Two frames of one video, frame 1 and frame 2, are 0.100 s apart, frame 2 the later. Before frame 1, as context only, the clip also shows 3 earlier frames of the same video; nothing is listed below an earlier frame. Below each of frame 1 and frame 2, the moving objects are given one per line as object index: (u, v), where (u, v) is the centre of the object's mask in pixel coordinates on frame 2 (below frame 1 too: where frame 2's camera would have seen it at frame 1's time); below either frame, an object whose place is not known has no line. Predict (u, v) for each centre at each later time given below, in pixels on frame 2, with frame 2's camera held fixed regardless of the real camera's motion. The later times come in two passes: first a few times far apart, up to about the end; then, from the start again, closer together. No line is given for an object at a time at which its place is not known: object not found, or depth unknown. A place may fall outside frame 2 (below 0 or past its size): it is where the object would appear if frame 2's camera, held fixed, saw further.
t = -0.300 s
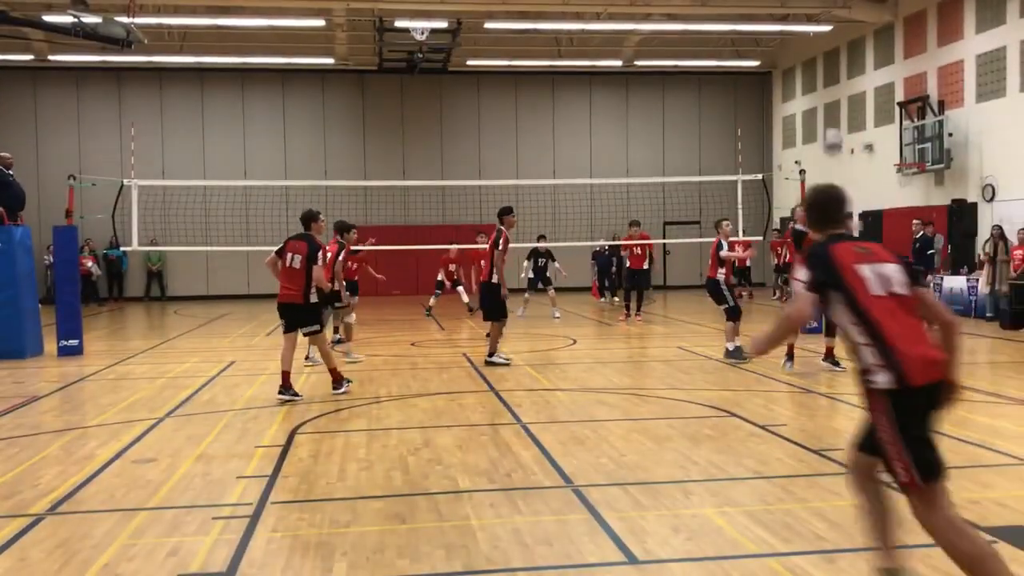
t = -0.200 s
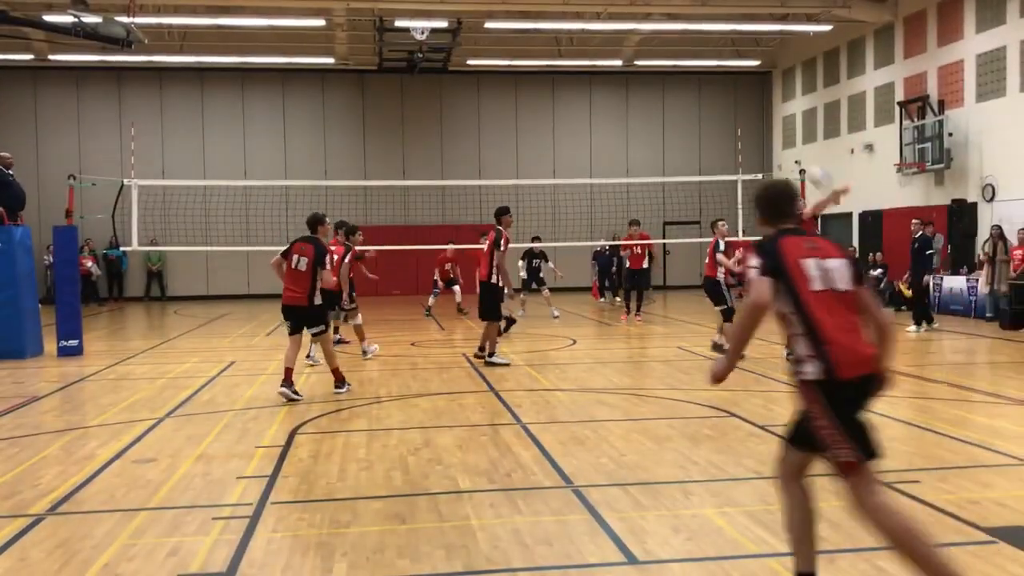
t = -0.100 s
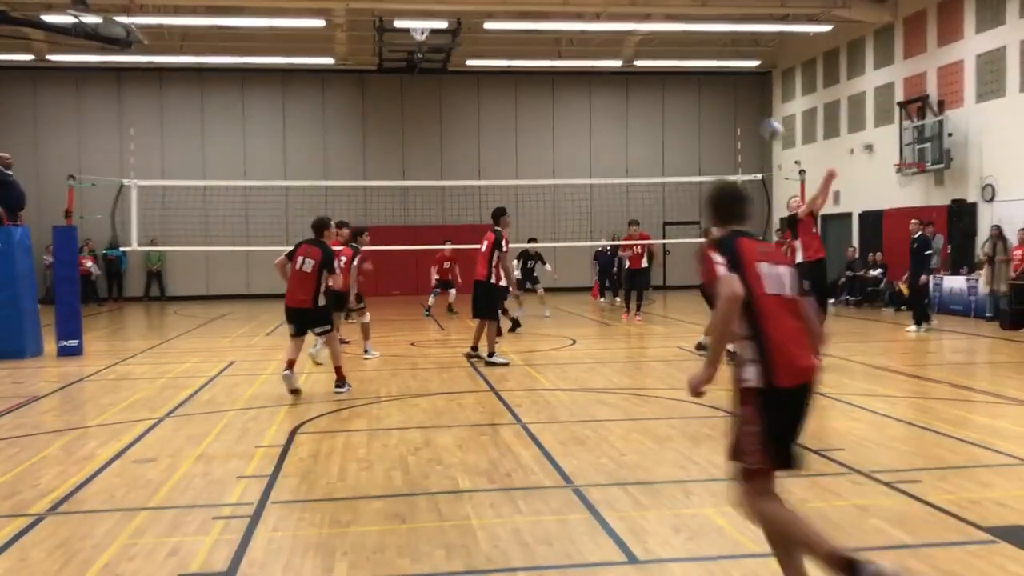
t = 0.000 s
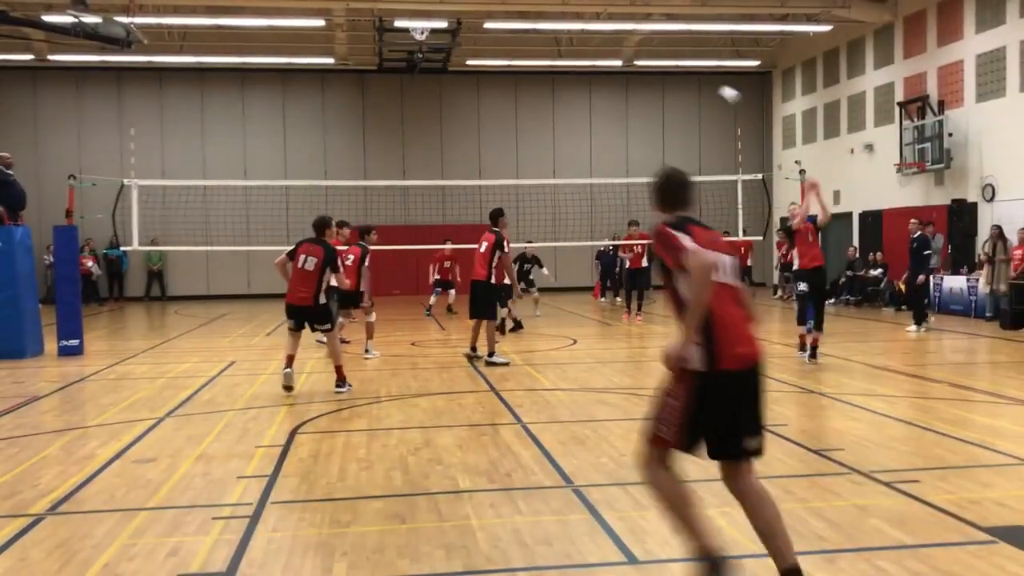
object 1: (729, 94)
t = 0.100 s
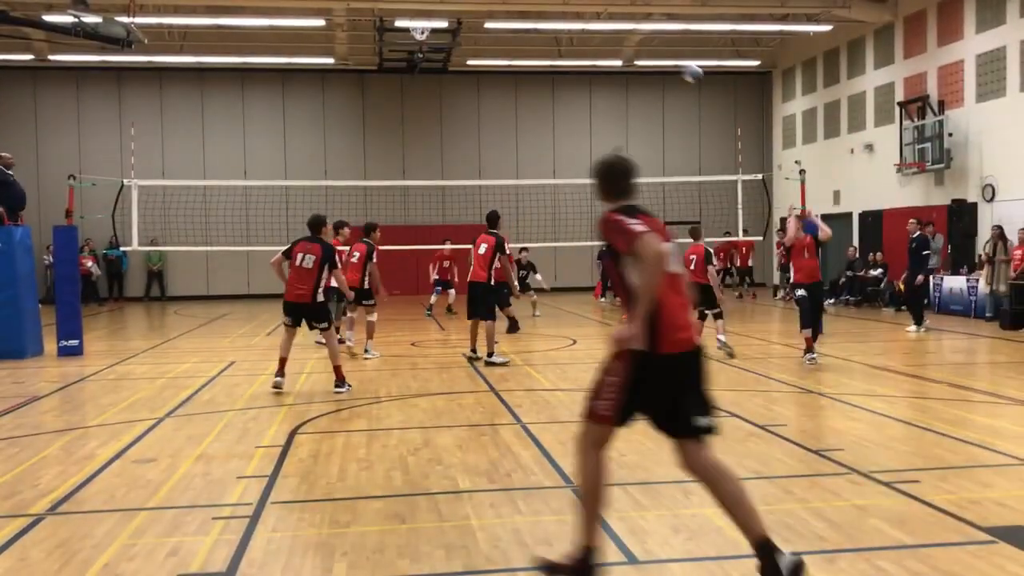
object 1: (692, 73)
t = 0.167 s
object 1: (668, 62)
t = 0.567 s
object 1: (557, 81)
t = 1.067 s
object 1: (466, 220)
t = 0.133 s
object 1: (679, 70)
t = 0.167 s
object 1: (668, 62)
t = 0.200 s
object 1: (656, 58)
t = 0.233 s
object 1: (646, 58)
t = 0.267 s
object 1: (635, 57)
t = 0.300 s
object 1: (626, 57)
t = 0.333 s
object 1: (615, 57)
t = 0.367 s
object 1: (606, 57)
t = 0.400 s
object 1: (597, 60)
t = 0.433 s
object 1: (590, 63)
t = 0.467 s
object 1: (580, 70)
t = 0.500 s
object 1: (571, 72)
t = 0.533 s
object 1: (563, 75)
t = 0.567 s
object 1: (557, 81)
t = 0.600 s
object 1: (549, 87)
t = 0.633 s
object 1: (542, 94)
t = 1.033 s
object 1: (470, 210)
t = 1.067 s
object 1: (466, 220)
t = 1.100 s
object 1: (463, 233)
